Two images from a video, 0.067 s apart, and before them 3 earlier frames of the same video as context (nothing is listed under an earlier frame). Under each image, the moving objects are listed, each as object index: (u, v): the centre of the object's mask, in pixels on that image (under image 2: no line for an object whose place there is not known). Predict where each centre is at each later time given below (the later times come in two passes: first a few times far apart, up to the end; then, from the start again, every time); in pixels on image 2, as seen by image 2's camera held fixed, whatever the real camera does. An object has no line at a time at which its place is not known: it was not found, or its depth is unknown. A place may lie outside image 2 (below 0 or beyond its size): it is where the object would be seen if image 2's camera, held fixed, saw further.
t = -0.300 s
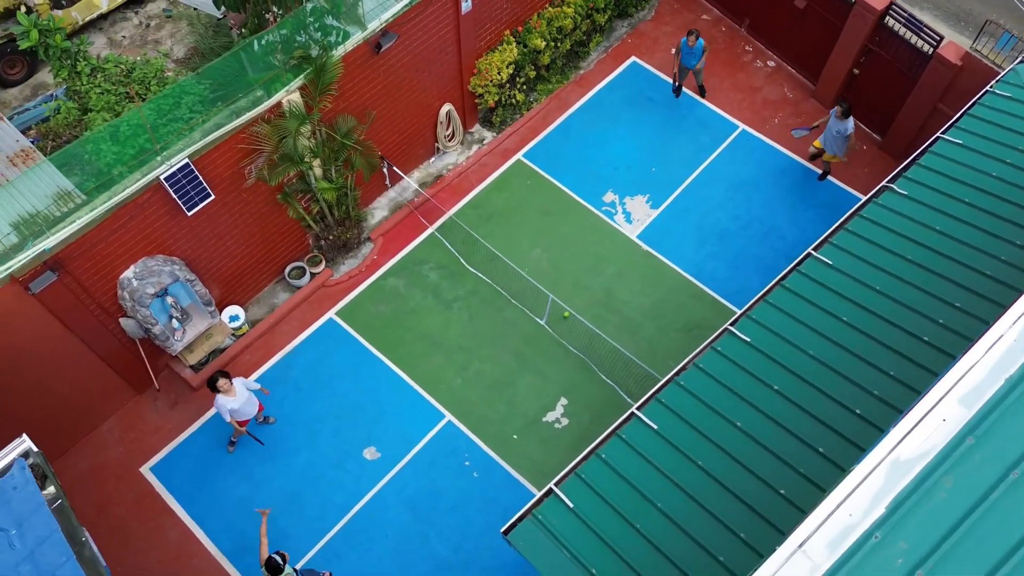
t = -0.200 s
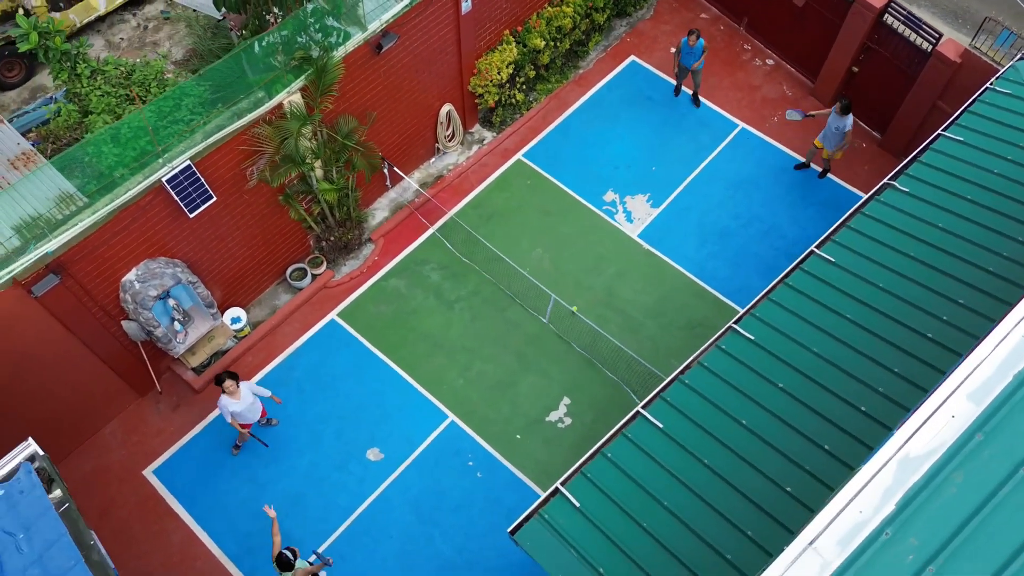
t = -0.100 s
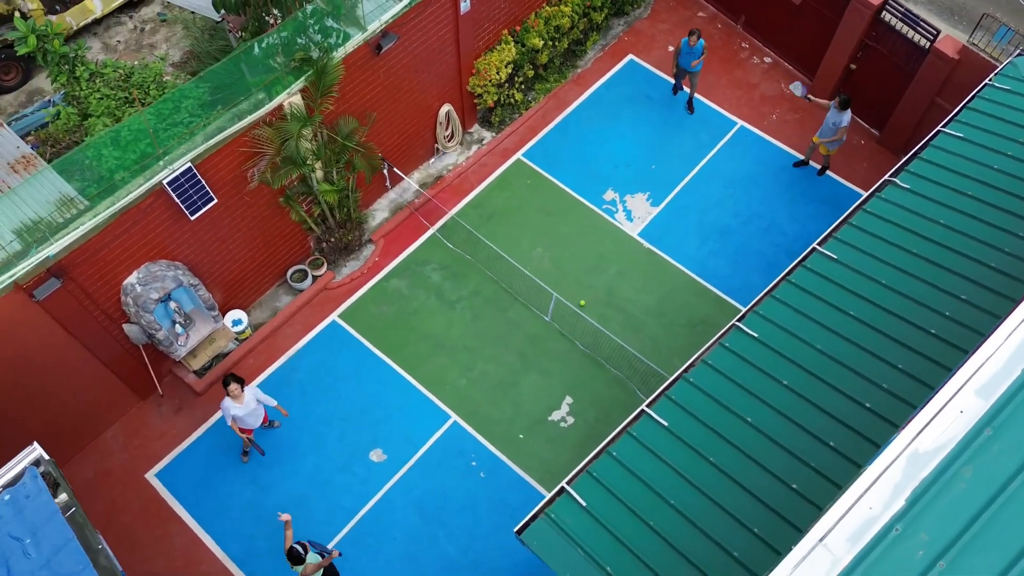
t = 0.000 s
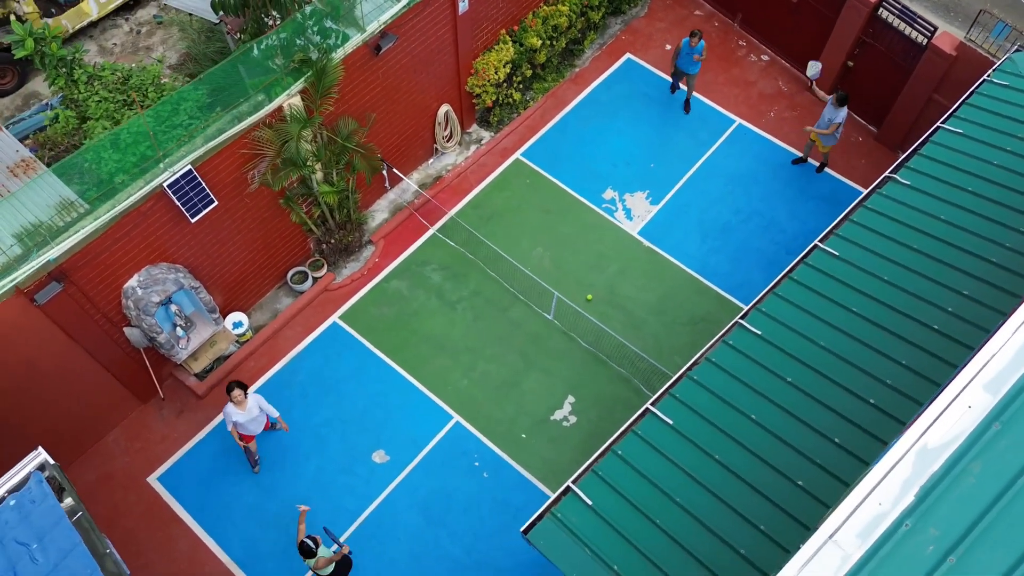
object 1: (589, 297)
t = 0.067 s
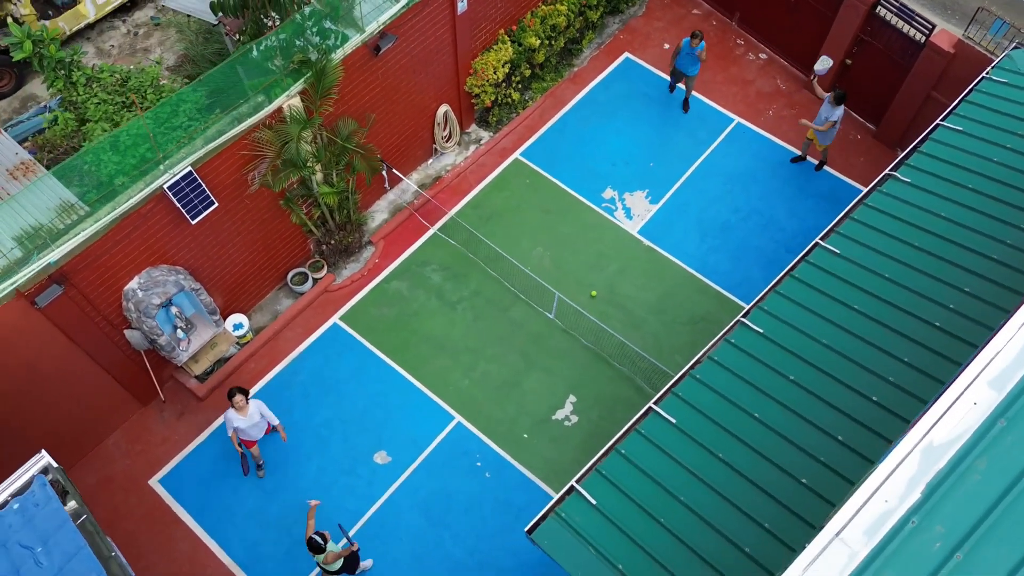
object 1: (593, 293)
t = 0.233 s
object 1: (603, 285)
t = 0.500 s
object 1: (618, 274)
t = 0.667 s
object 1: (627, 266)
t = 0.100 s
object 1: (595, 292)
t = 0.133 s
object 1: (597, 290)
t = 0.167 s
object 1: (599, 289)
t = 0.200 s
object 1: (601, 287)
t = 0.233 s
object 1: (603, 285)
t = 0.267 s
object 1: (605, 284)
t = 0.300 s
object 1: (607, 282)
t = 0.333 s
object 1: (609, 281)
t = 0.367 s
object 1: (611, 279)
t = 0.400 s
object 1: (613, 278)
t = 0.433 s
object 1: (615, 276)
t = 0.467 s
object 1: (616, 275)
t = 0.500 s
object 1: (618, 274)
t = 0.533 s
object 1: (620, 272)
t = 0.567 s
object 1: (622, 271)
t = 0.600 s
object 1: (624, 269)
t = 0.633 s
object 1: (625, 268)
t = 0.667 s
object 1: (627, 266)
